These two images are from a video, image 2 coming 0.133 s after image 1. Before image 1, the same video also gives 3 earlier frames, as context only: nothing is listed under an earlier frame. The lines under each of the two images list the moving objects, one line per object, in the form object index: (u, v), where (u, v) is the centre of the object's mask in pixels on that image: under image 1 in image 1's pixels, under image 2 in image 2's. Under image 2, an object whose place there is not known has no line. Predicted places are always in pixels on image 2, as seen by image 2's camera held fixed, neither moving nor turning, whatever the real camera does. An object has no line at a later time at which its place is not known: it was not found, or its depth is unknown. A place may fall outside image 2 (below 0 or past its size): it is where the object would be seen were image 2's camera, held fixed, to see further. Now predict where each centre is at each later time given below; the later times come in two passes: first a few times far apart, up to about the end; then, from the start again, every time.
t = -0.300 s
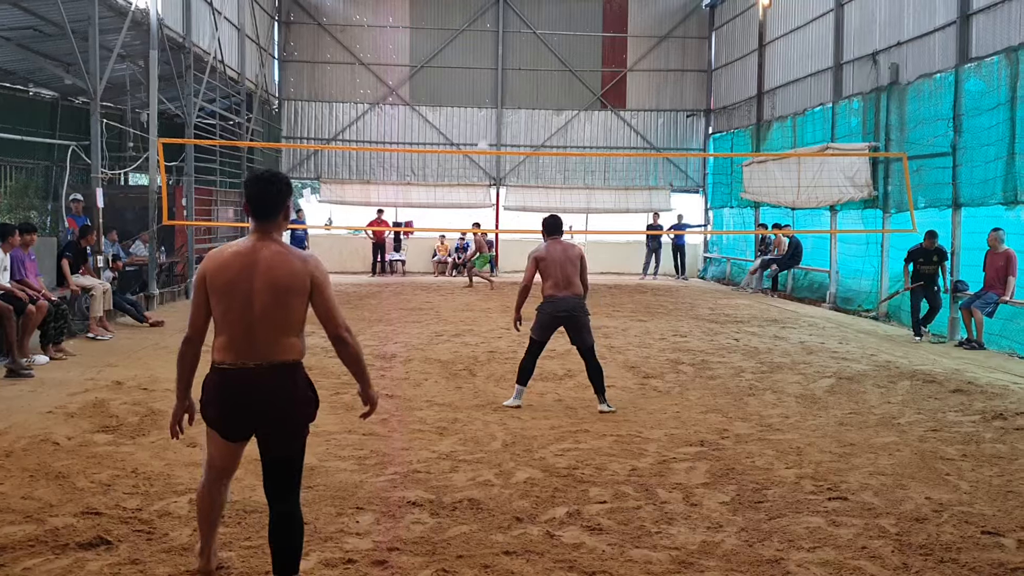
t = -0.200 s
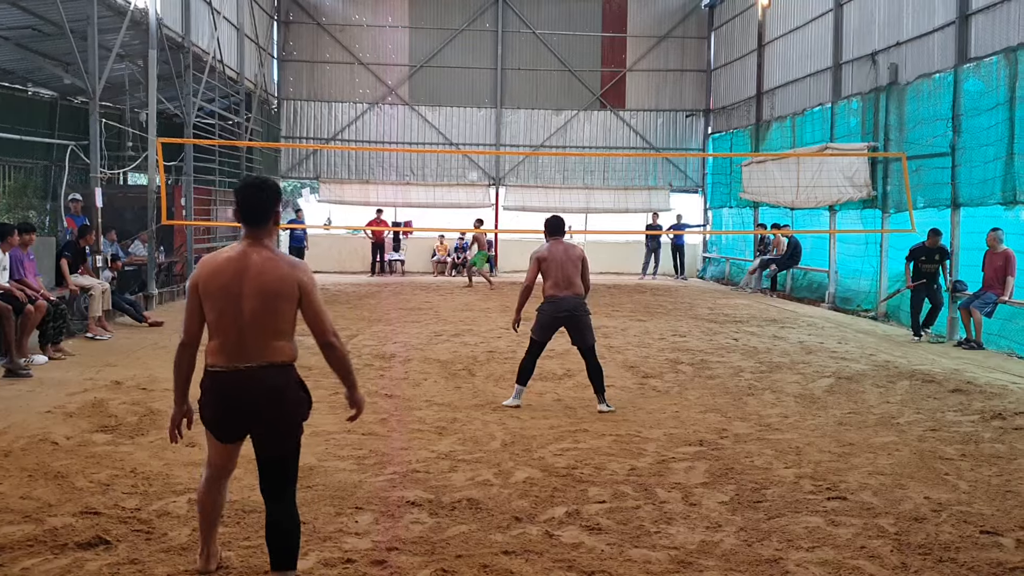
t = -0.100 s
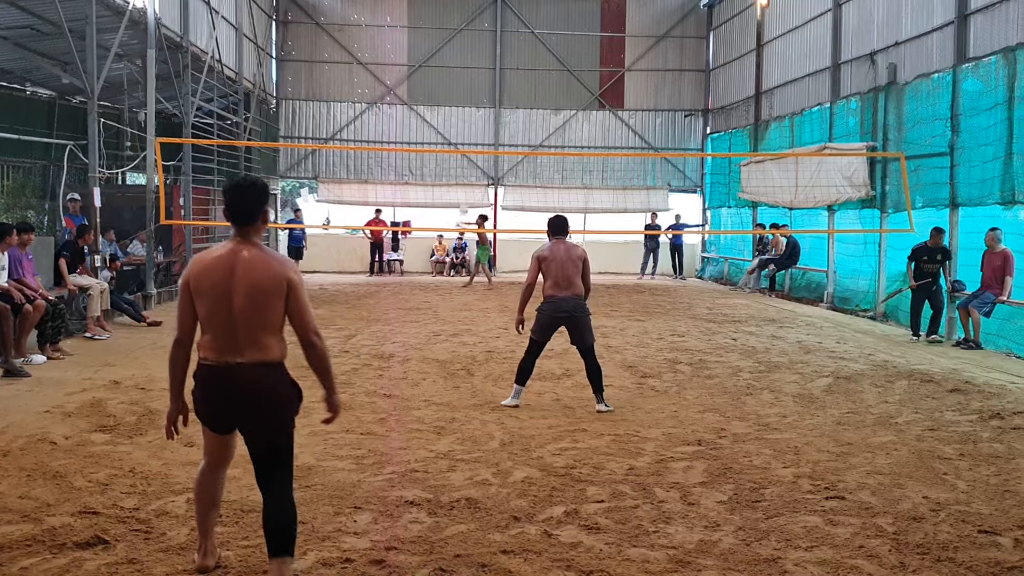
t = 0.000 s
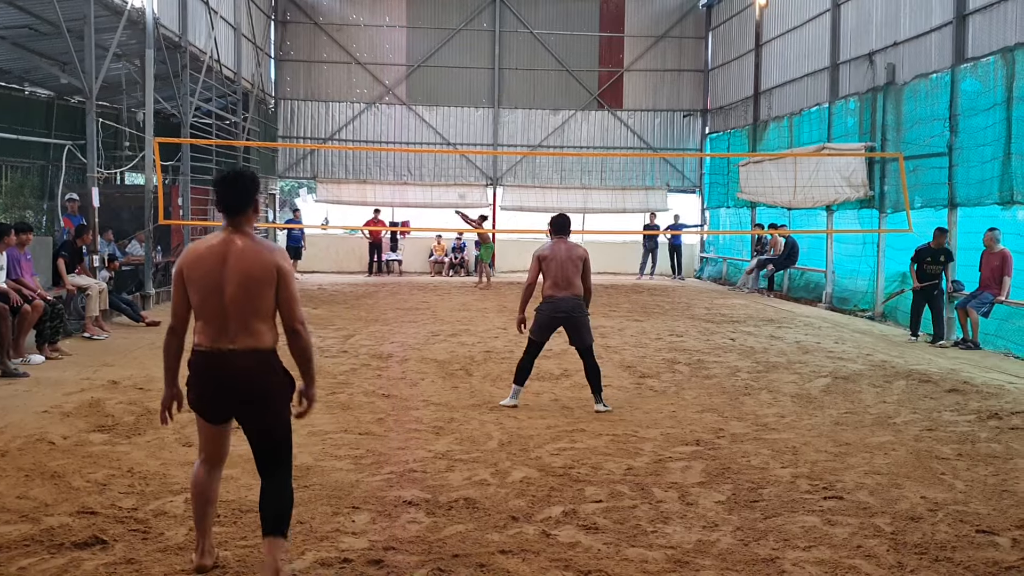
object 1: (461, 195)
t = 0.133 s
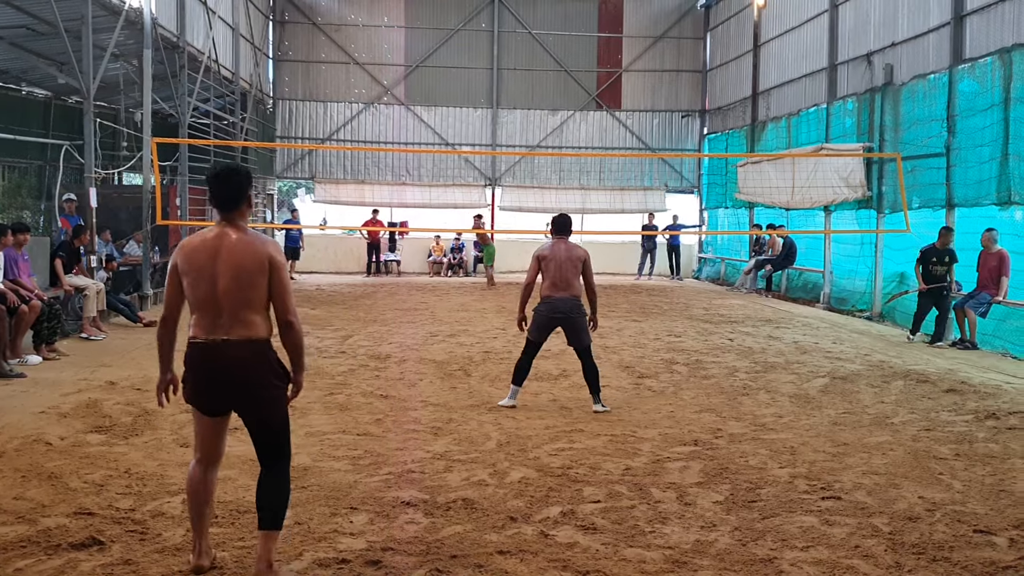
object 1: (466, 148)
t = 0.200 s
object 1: (470, 134)
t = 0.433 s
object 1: (488, 72)
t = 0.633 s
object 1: (509, 30)
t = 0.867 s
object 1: (548, 11)
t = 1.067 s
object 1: (605, 45)
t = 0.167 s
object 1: (468, 143)
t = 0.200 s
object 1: (470, 134)
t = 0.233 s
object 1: (473, 124)
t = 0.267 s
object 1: (475, 114)
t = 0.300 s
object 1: (477, 106)
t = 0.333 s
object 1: (479, 97)
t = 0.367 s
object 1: (482, 88)
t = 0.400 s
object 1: (485, 80)
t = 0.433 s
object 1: (488, 72)
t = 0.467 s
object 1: (491, 64)
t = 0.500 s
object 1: (494, 56)
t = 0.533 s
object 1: (497, 49)
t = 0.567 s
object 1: (501, 42)
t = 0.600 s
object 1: (505, 36)
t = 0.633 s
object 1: (509, 30)
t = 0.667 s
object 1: (513, 24)
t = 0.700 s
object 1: (518, 20)
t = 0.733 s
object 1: (523, 16)
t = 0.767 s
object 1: (529, 13)
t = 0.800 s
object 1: (534, 11)
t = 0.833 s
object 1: (541, 10)
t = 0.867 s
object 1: (548, 11)
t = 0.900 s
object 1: (555, 11)
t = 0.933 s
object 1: (563, 13)
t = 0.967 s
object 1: (573, 17)
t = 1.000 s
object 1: (582, 23)
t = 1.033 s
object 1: (593, 32)
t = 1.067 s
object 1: (605, 45)
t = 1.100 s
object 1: (617, 57)
